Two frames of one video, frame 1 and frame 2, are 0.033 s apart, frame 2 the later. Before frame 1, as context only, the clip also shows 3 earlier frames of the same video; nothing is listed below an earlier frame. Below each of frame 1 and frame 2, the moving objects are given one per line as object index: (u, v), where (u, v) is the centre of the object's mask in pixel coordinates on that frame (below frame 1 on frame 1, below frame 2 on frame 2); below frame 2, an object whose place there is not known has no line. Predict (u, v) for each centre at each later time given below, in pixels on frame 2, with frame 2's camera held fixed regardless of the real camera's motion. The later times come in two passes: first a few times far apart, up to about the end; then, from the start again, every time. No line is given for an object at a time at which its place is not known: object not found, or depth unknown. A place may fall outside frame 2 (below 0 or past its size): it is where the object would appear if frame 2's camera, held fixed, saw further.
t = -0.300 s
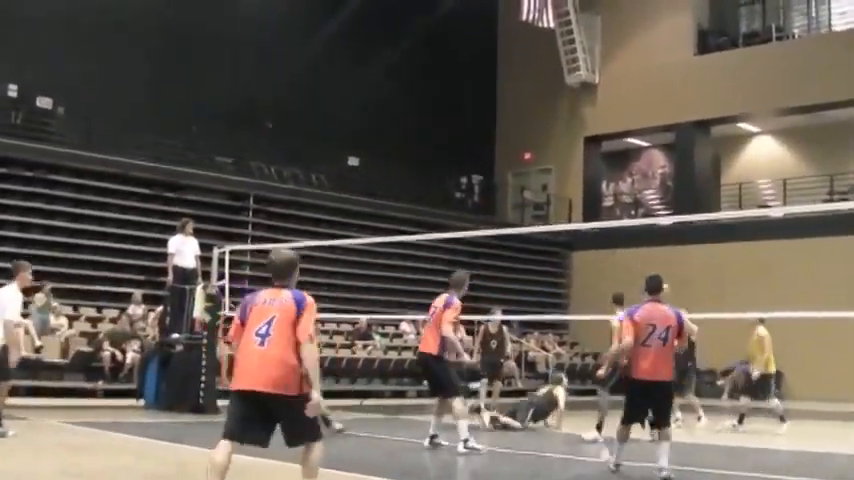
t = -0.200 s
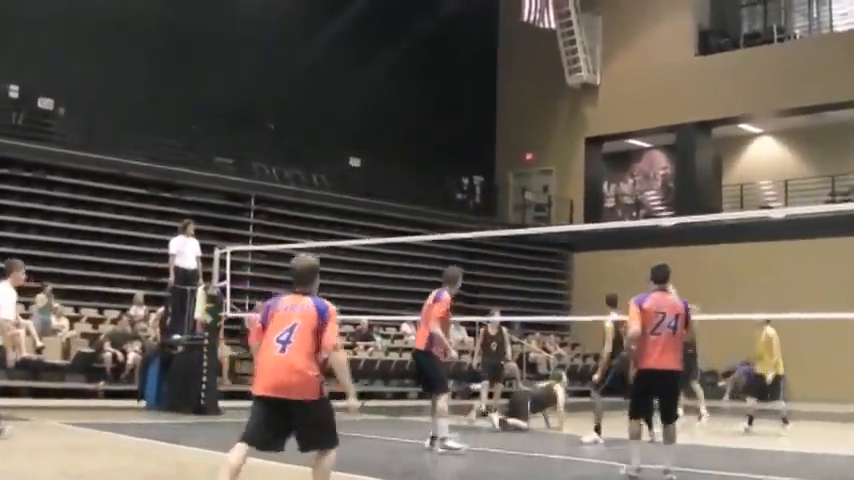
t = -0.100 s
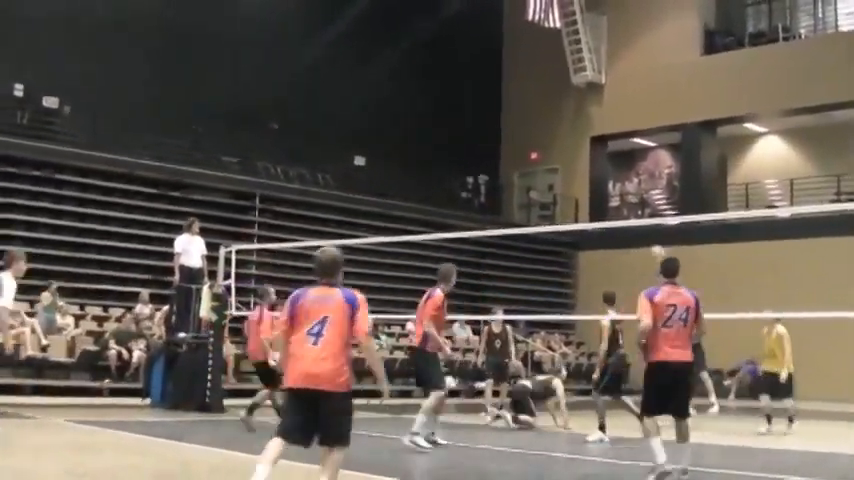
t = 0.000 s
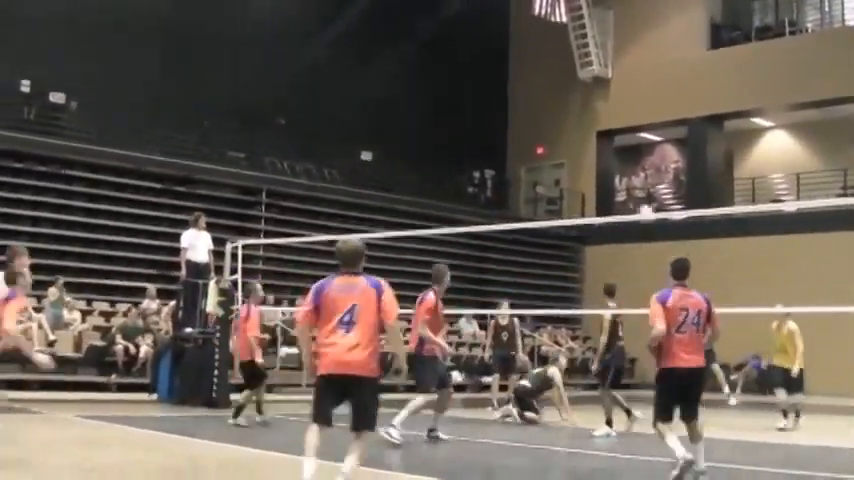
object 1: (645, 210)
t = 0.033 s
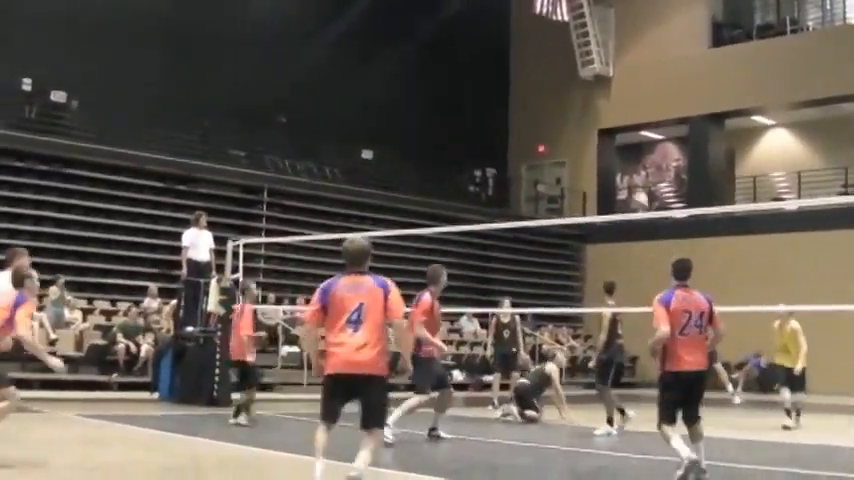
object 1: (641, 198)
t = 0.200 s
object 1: (606, 154)
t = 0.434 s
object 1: (543, 111)
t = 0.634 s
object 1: (474, 102)
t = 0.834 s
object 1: (387, 134)
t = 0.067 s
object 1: (635, 189)
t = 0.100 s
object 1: (624, 179)
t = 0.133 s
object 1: (619, 169)
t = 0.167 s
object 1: (612, 162)
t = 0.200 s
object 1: (606, 154)
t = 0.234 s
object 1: (597, 146)
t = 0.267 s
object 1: (589, 136)
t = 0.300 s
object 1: (581, 131)
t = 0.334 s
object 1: (572, 124)
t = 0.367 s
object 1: (562, 119)
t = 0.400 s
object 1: (553, 116)
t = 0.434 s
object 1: (543, 111)
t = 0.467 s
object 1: (532, 107)
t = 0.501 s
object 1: (522, 105)
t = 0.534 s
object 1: (510, 103)
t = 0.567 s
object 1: (498, 102)
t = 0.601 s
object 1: (487, 101)
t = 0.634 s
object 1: (474, 102)
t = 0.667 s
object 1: (461, 104)
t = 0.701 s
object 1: (447, 107)
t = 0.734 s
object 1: (433, 112)
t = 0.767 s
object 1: (418, 118)
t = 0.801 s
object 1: (404, 125)
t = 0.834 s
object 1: (387, 134)
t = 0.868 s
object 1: (371, 144)
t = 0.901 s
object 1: (352, 157)
